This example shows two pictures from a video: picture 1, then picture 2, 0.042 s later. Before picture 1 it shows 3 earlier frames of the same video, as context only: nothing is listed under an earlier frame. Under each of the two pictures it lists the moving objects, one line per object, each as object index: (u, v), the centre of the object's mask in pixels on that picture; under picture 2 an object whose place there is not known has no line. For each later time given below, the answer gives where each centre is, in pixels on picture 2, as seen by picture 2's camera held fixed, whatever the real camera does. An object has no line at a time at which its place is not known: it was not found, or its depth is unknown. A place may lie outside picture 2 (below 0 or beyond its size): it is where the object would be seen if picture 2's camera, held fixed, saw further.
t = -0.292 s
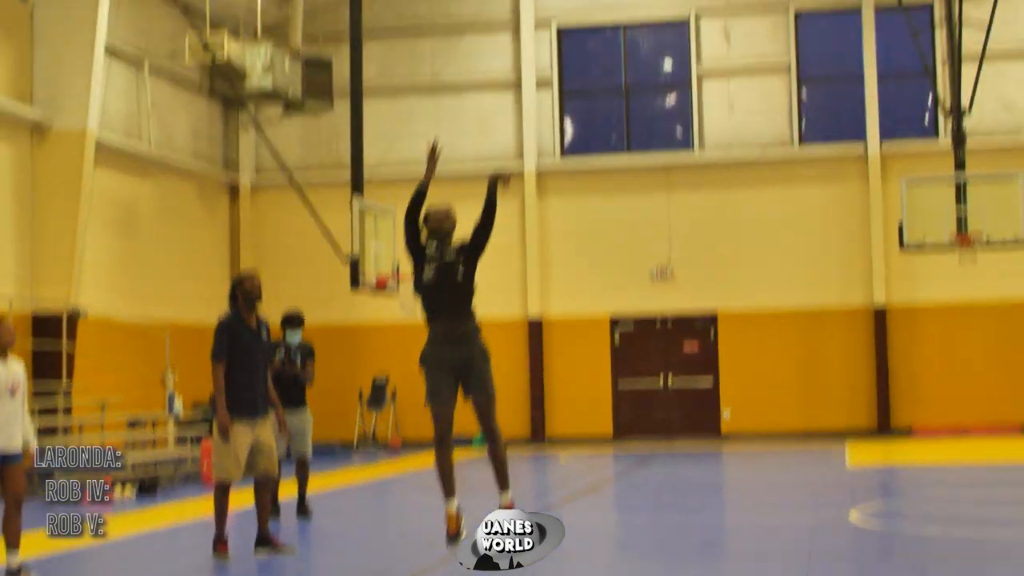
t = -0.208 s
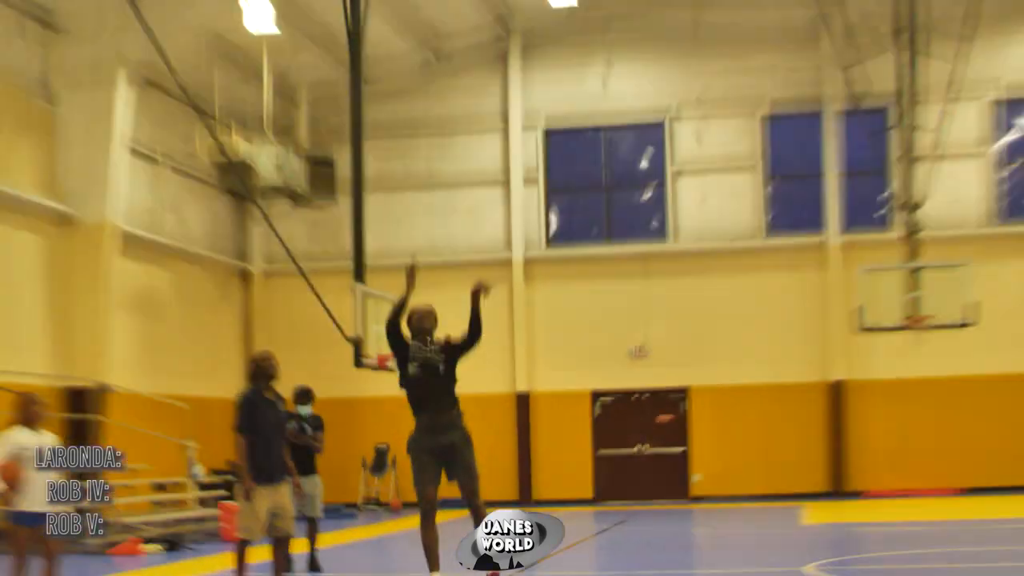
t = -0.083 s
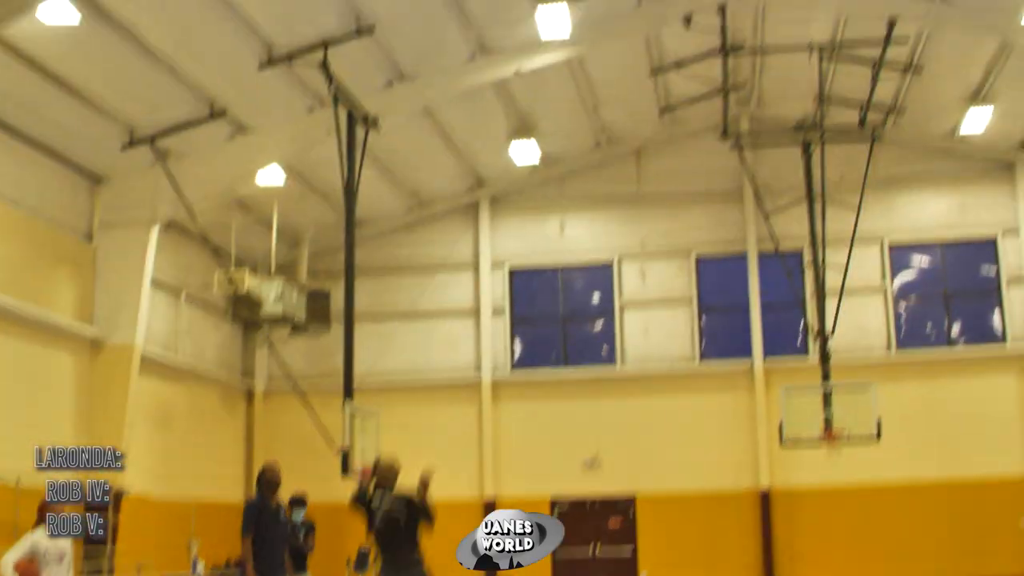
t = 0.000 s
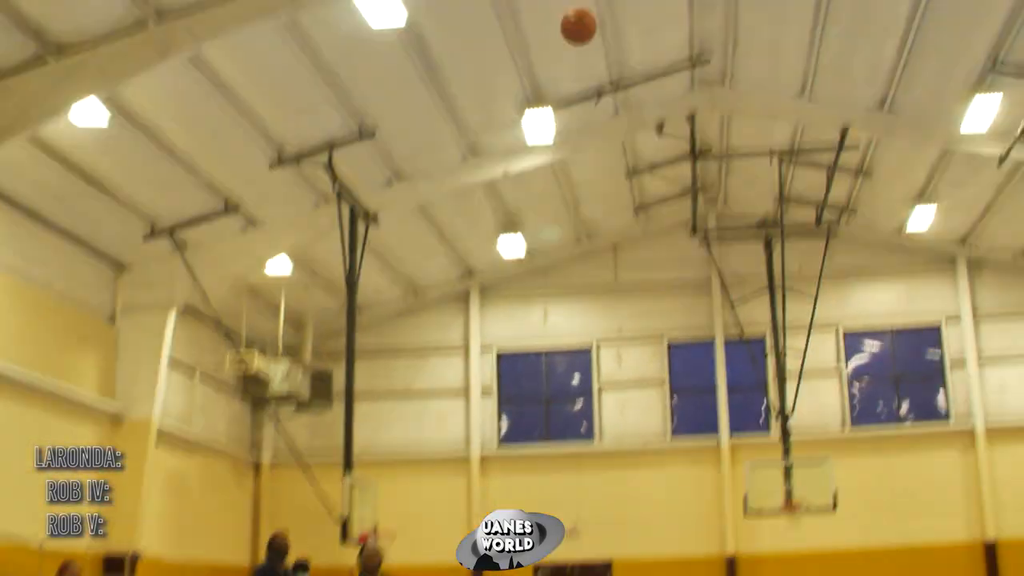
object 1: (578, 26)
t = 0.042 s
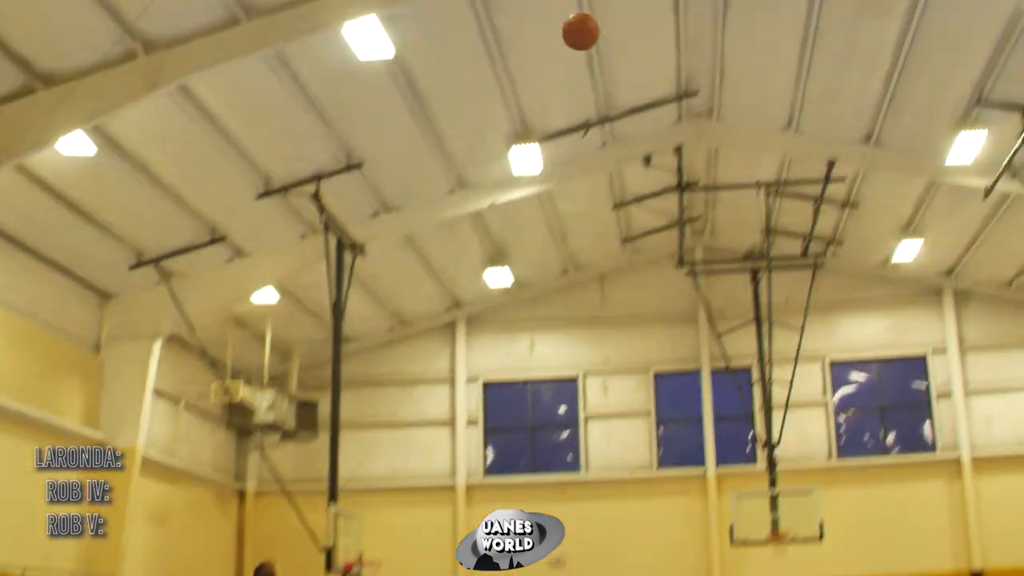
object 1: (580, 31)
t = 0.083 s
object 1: (598, -1)
